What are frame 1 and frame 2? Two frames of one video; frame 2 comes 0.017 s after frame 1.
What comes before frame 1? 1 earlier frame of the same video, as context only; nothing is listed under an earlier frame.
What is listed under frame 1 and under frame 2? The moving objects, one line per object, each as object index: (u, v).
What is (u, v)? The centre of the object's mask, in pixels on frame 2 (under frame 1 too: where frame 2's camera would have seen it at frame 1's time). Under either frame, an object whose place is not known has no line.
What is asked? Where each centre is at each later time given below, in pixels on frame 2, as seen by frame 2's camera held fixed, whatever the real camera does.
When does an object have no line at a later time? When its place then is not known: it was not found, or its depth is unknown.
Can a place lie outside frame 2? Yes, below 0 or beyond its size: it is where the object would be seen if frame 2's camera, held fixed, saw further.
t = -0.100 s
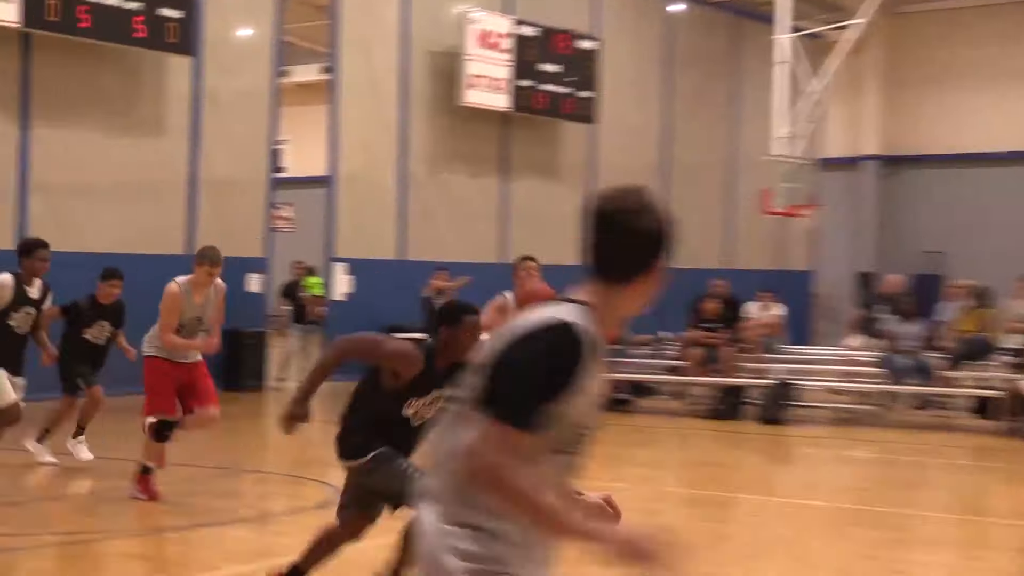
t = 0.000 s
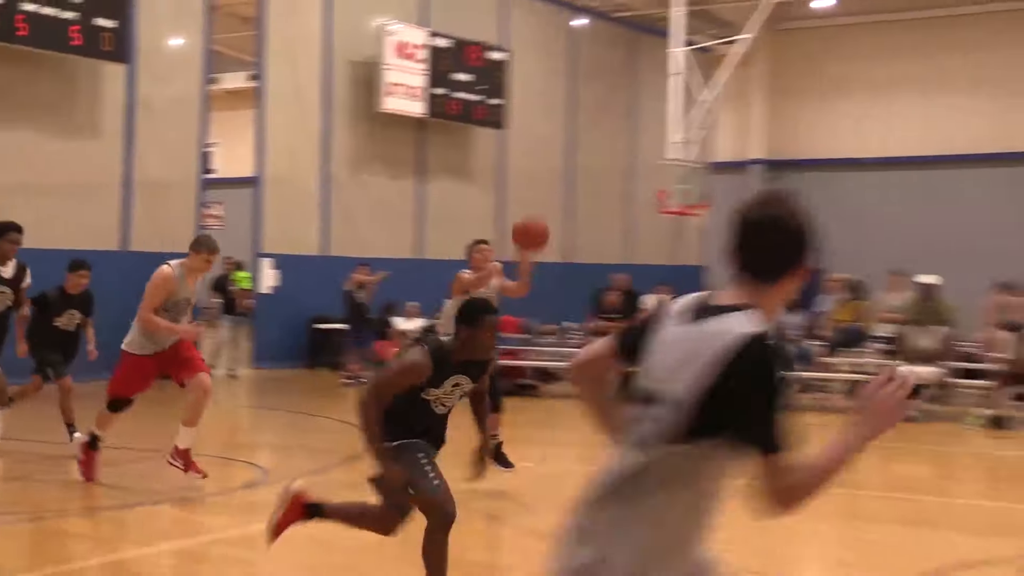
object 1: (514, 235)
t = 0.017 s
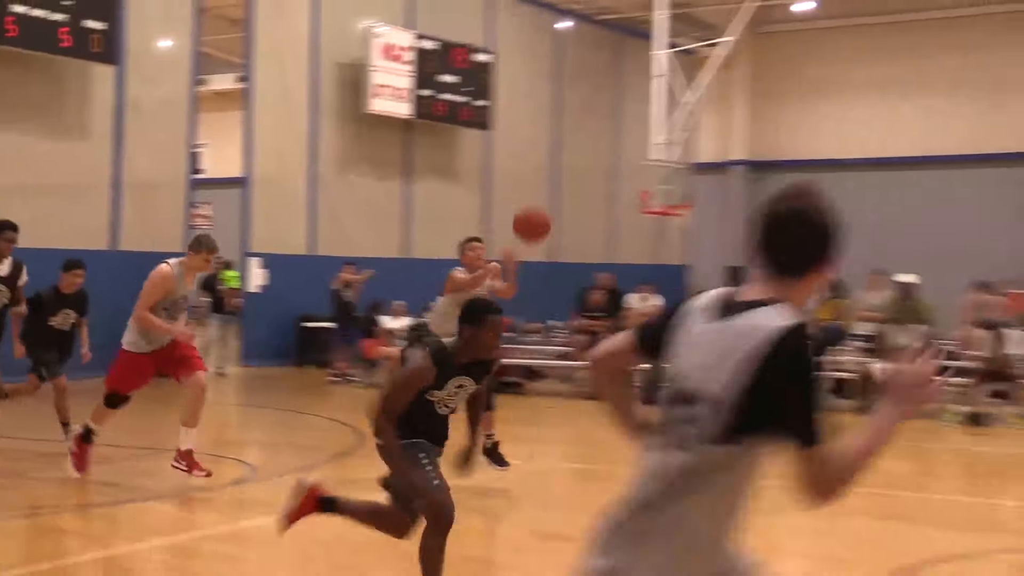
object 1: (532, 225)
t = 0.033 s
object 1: (548, 215)
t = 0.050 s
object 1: (566, 204)
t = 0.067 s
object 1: (584, 192)
